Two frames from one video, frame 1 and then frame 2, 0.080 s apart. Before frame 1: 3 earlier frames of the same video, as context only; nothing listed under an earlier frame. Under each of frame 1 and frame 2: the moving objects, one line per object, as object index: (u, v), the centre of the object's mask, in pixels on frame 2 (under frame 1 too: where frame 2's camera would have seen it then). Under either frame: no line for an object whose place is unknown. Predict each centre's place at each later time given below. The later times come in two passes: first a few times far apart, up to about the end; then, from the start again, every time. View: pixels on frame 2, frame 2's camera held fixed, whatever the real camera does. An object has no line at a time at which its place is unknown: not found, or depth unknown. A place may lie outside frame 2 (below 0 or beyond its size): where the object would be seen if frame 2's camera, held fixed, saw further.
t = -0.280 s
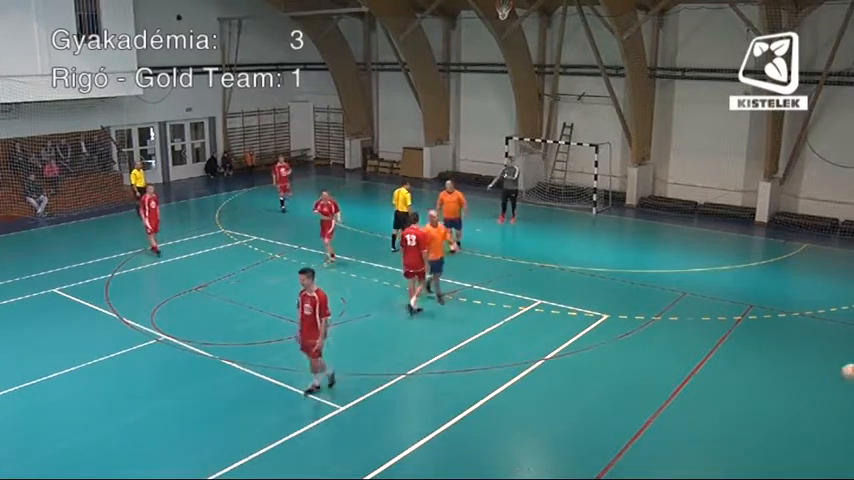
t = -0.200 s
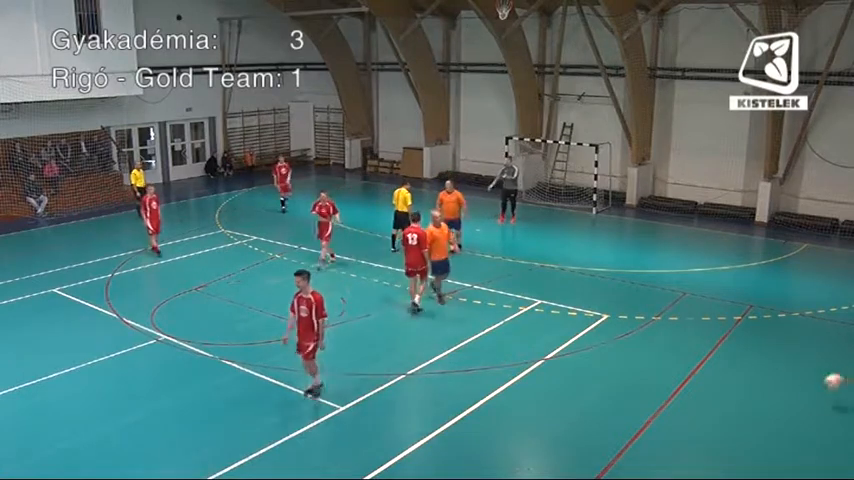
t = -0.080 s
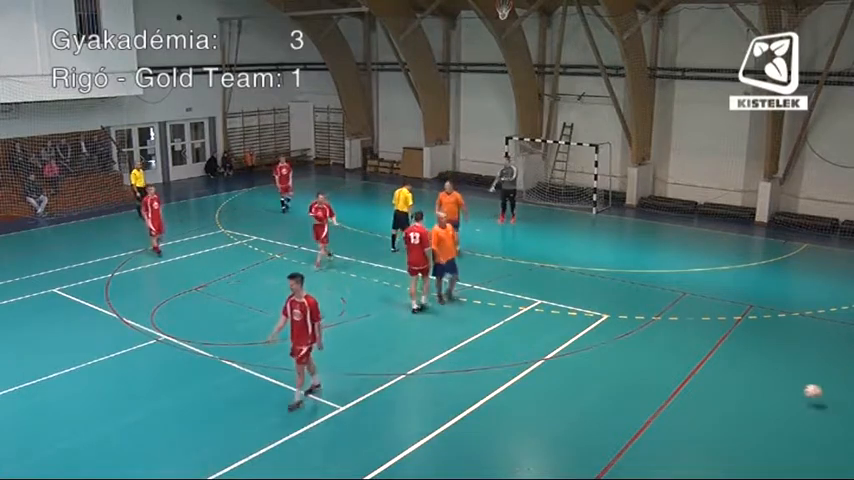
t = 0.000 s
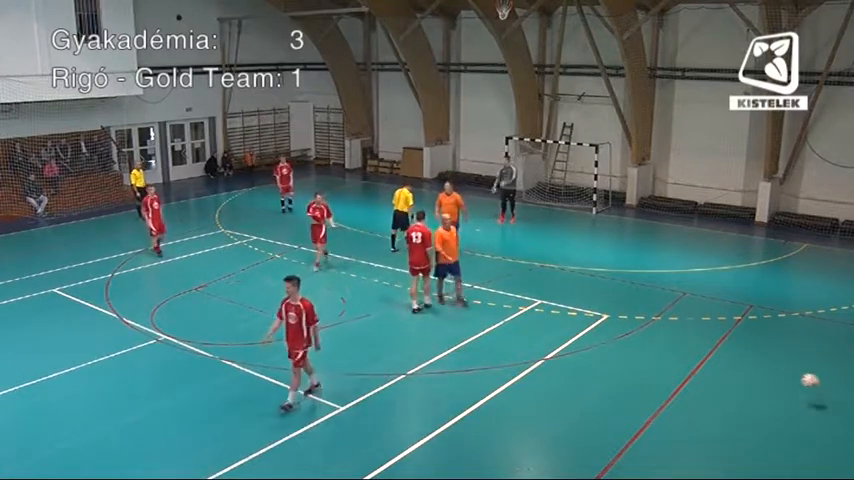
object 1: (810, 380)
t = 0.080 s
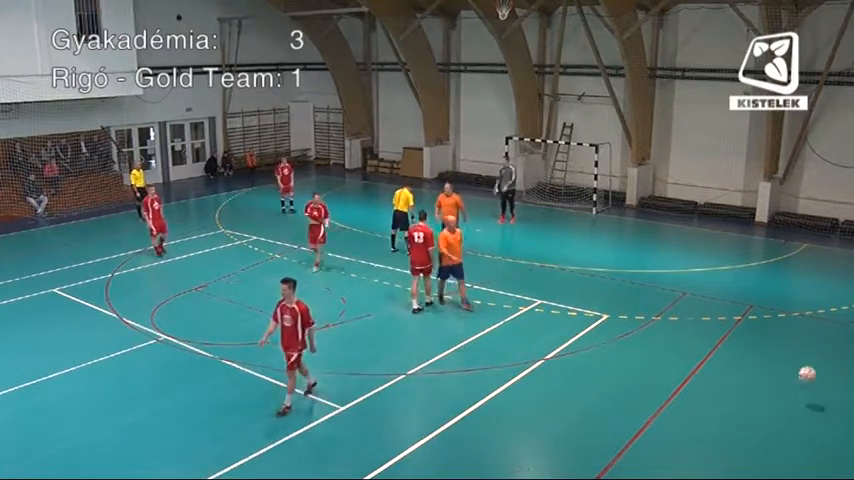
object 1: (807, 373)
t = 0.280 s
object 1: (795, 375)
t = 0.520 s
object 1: (781, 395)
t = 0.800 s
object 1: (766, 386)
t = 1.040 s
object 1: (751, 392)
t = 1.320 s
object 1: (735, 402)
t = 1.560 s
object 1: (721, 400)
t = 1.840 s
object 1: (705, 403)
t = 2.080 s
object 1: (692, 404)
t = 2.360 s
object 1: (677, 406)
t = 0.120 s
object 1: (805, 371)
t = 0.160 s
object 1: (803, 371)
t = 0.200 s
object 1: (801, 371)
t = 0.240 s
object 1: (799, 372)
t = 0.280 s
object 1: (795, 375)
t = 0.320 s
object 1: (794, 377)
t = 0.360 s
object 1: (791, 381)
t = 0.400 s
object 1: (788, 388)
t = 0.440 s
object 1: (786, 395)
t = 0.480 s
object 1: (783, 399)
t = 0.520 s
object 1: (781, 395)
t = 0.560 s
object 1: (779, 391)
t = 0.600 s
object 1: (777, 388)
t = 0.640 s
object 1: (775, 384)
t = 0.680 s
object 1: (773, 383)
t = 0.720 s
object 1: (770, 383)
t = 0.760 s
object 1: (768, 384)
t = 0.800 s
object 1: (766, 386)
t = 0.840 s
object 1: (764, 389)
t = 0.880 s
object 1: (761, 393)
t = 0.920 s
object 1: (757, 399)
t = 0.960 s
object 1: (755, 399)
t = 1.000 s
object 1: (753, 395)
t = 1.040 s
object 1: (751, 392)
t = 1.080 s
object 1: (750, 391)
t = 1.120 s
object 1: (747, 391)
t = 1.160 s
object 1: (745, 391)
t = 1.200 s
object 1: (742, 393)
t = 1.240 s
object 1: (739, 396)
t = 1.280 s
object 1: (736, 400)
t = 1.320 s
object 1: (735, 402)
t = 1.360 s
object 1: (732, 399)
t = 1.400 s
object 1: (730, 397)
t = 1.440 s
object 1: (727, 396)
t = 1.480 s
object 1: (726, 397)
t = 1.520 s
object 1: (724, 397)
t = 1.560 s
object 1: (721, 400)
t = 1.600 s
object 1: (718, 403)
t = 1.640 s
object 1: (717, 401)
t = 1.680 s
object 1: (714, 400)
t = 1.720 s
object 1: (713, 400)
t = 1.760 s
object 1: (710, 400)
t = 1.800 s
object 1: (708, 401)
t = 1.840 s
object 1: (705, 403)
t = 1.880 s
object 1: (703, 403)
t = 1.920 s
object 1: (702, 402)
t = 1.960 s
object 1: (699, 402)
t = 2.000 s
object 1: (697, 402)
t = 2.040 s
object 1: (695, 404)
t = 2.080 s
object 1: (692, 404)
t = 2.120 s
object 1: (690, 403)
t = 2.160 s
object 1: (687, 404)
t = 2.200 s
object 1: (686, 405)
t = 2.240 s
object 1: (683, 405)
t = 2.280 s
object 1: (682, 405)
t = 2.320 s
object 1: (680, 405)
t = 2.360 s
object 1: (677, 406)
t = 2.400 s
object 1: (675, 406)
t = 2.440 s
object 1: (672, 406)
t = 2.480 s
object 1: (669, 407)
